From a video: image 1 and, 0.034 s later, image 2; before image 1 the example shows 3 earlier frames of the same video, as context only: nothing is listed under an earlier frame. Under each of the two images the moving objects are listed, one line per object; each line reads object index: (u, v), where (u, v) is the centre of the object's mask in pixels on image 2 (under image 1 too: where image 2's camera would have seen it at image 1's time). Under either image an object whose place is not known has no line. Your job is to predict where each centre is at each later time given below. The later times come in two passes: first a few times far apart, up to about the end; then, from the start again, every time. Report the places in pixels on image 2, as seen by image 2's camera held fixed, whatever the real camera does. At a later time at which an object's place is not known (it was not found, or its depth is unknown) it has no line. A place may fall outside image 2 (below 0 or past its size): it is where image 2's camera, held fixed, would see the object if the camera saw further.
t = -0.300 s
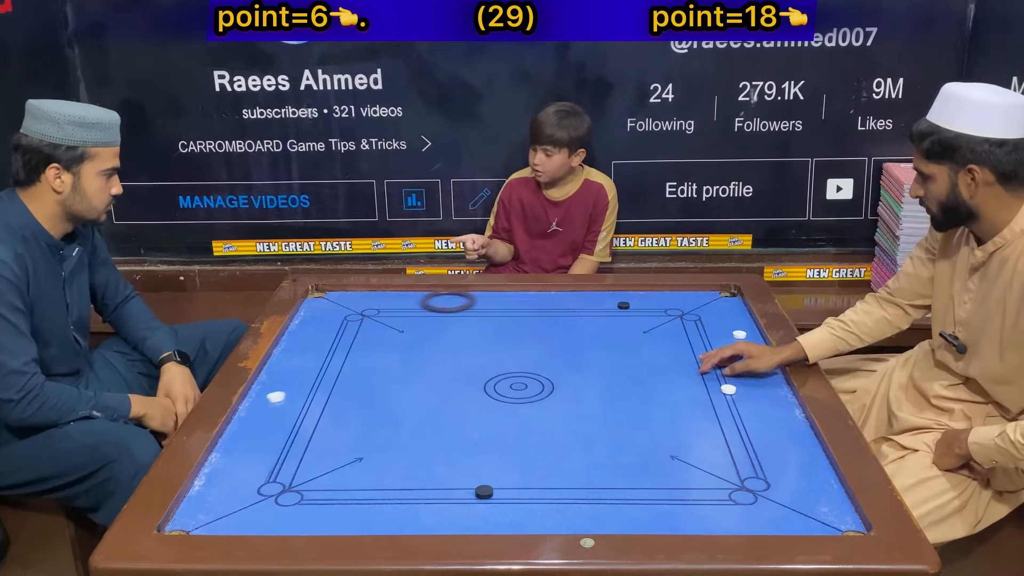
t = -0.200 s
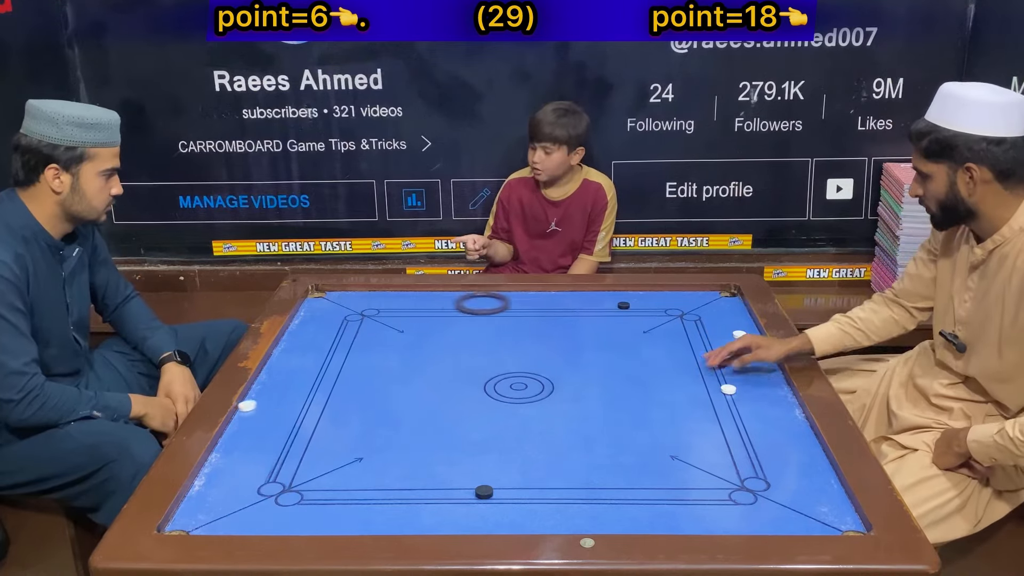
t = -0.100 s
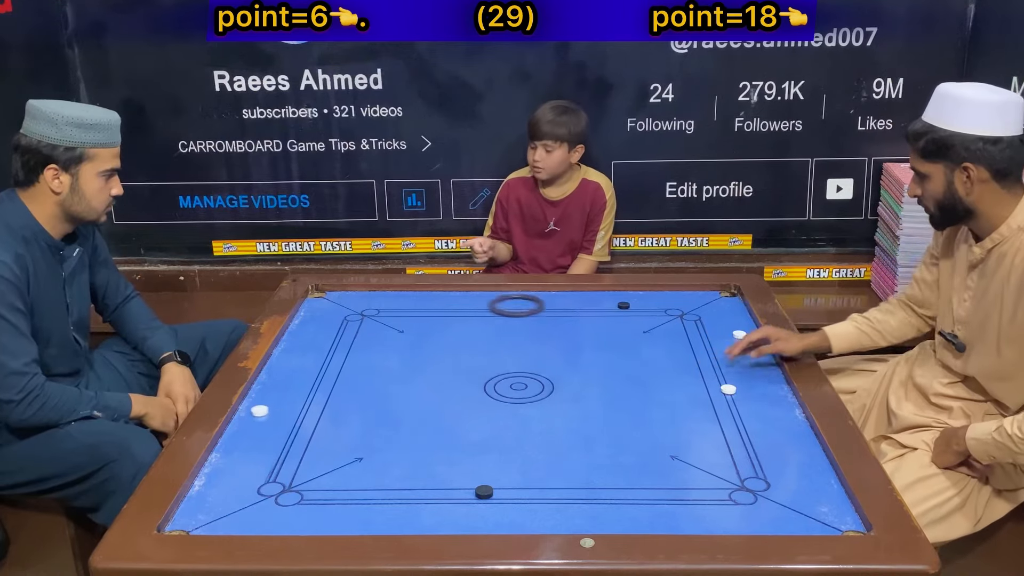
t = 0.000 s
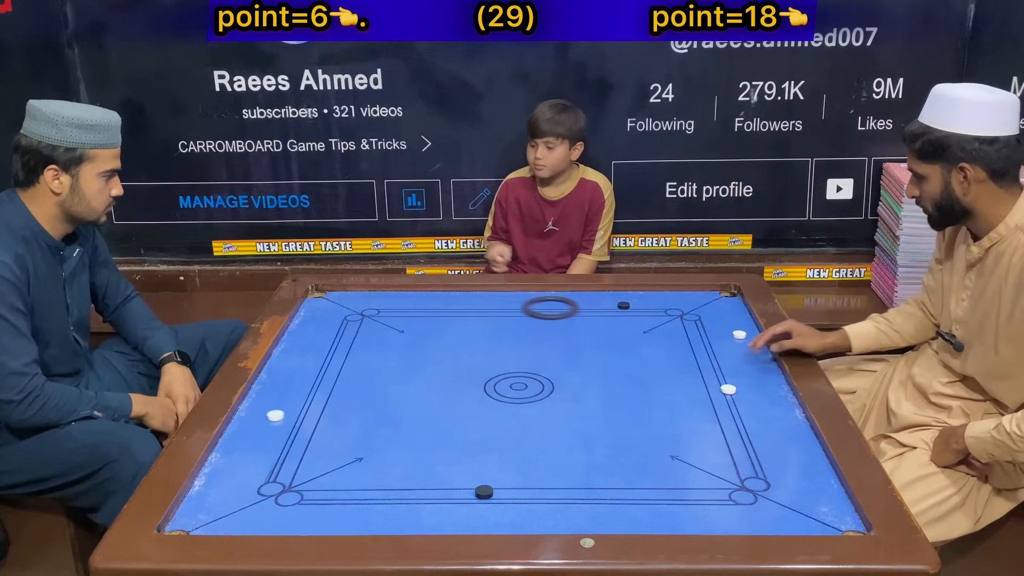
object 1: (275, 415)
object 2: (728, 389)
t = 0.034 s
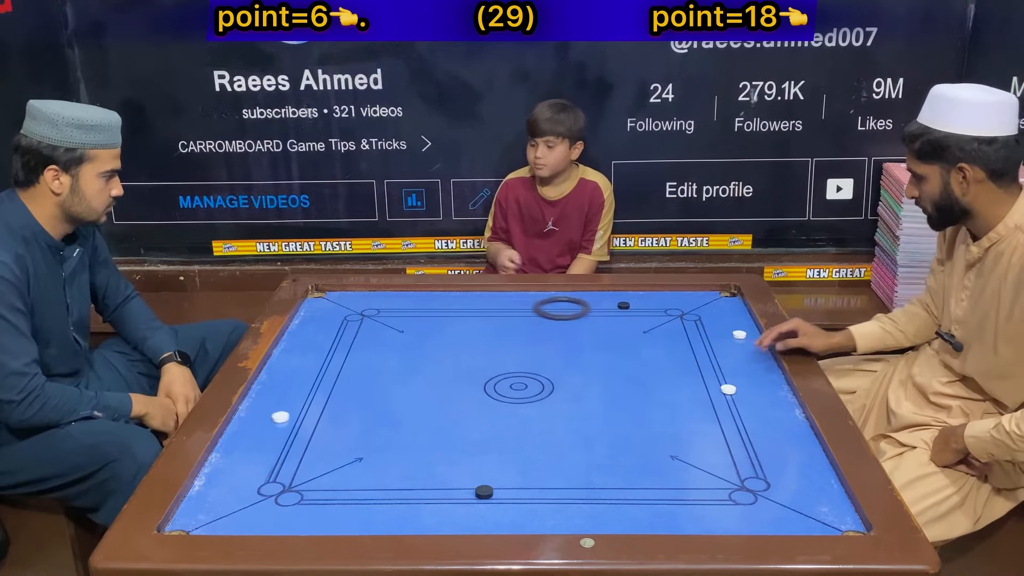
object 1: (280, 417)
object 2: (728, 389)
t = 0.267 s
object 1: (316, 427)
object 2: (728, 389)
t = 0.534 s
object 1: (356, 439)
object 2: (728, 389)
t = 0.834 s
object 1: (398, 450)
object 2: (728, 389)
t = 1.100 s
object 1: (433, 459)
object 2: (728, 389)
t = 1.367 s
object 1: (460, 464)
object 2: (728, 389)
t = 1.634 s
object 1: (481, 468)
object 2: (728, 389)
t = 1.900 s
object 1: (497, 469)
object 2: (729, 395)
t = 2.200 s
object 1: (508, 469)
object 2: (728, 399)
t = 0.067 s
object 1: (285, 418)
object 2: (728, 389)
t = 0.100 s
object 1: (290, 420)
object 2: (728, 389)
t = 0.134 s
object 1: (295, 421)
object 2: (728, 389)
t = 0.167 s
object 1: (301, 423)
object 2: (728, 389)
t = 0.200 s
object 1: (306, 425)
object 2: (728, 389)
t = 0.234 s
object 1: (311, 426)
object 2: (728, 389)
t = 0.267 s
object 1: (316, 427)
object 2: (728, 389)
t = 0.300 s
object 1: (321, 429)
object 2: (728, 389)
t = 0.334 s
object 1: (326, 430)
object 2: (728, 389)
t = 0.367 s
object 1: (331, 432)
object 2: (728, 389)
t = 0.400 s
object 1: (336, 433)
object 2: (728, 389)
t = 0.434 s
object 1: (341, 435)
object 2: (728, 389)
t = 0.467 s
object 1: (346, 436)
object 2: (728, 389)
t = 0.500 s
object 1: (351, 437)
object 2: (728, 389)
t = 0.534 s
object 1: (356, 439)
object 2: (728, 389)
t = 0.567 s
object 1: (361, 440)
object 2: (728, 389)
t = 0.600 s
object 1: (366, 441)
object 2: (728, 389)
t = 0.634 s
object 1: (370, 443)
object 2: (728, 389)
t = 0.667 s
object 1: (375, 444)
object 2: (728, 389)
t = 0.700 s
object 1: (380, 445)
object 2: (728, 389)
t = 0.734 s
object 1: (384, 447)
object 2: (728, 389)
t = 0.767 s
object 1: (389, 448)
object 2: (728, 389)
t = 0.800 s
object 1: (394, 449)
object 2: (728, 389)
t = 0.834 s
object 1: (398, 450)
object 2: (728, 389)
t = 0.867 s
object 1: (403, 451)
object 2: (728, 389)
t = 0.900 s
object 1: (407, 453)
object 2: (728, 389)
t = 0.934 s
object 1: (411, 454)
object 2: (728, 389)
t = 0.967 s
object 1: (416, 455)
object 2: (728, 389)
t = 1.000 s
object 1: (420, 456)
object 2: (728, 389)
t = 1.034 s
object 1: (424, 457)
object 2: (728, 389)
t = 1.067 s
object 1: (429, 458)
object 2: (728, 389)
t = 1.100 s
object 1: (433, 459)
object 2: (728, 389)
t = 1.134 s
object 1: (436, 460)
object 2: (728, 389)
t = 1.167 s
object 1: (440, 461)
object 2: (728, 389)
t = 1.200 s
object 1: (444, 461)
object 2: (728, 389)
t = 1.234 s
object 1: (447, 462)
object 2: (728, 389)
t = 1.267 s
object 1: (450, 463)
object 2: (728, 389)
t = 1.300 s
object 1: (454, 463)
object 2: (728, 389)
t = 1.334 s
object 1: (457, 464)
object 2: (728, 389)
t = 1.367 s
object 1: (460, 464)
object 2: (728, 389)
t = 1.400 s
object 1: (463, 465)
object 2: (728, 389)
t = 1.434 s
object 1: (465, 465)
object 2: (728, 389)
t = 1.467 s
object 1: (468, 466)
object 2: (728, 389)
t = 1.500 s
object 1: (471, 466)
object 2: (728, 389)
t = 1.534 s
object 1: (473, 467)
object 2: (728, 389)
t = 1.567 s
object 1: (476, 467)
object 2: (728, 389)
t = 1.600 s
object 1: (478, 467)
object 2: (728, 389)
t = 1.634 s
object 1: (481, 468)
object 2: (728, 389)
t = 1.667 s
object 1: (483, 468)
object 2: (728, 390)
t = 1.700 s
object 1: (485, 468)
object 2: (729, 390)
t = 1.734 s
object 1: (487, 468)
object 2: (729, 391)
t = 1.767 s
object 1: (489, 468)
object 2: (729, 392)
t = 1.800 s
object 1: (491, 468)
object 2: (729, 393)
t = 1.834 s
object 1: (493, 468)
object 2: (729, 393)
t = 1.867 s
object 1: (495, 469)
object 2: (729, 394)
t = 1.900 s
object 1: (497, 469)
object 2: (729, 395)
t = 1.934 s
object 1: (498, 469)
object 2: (729, 395)
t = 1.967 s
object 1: (500, 469)
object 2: (729, 396)
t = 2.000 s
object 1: (501, 469)
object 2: (729, 396)
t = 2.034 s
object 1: (503, 469)
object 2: (729, 397)
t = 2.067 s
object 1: (504, 469)
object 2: (729, 397)
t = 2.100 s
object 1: (505, 469)
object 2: (729, 398)
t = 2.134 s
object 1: (506, 469)
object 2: (729, 398)
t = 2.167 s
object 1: (507, 469)
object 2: (729, 398)
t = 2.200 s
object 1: (508, 469)
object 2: (728, 399)
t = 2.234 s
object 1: (509, 469)
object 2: (728, 399)
